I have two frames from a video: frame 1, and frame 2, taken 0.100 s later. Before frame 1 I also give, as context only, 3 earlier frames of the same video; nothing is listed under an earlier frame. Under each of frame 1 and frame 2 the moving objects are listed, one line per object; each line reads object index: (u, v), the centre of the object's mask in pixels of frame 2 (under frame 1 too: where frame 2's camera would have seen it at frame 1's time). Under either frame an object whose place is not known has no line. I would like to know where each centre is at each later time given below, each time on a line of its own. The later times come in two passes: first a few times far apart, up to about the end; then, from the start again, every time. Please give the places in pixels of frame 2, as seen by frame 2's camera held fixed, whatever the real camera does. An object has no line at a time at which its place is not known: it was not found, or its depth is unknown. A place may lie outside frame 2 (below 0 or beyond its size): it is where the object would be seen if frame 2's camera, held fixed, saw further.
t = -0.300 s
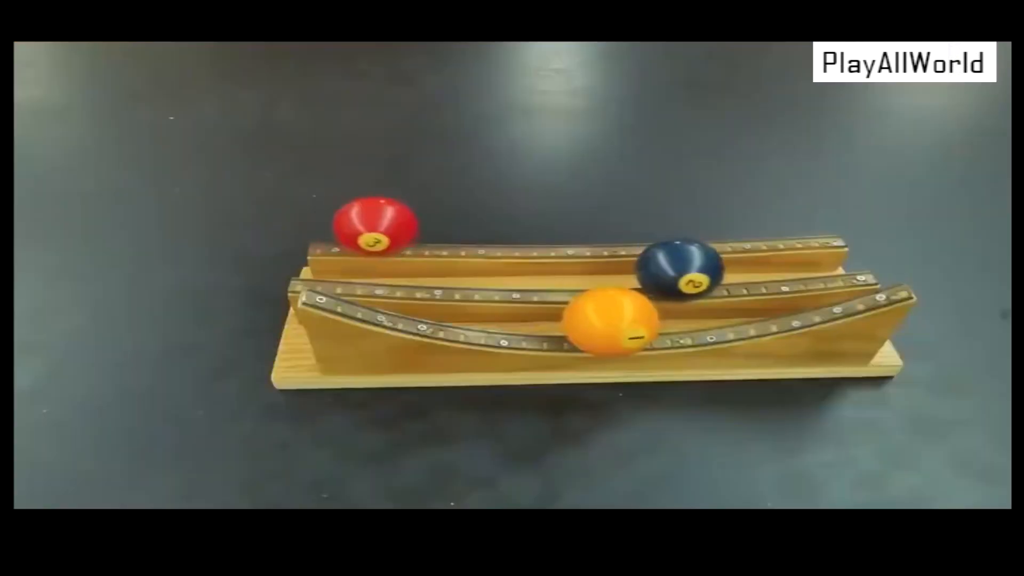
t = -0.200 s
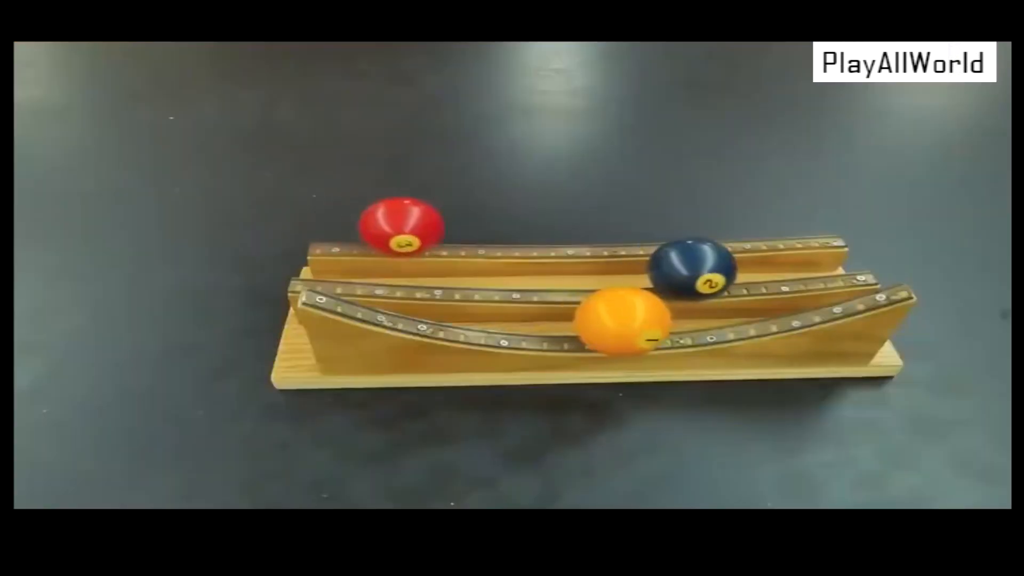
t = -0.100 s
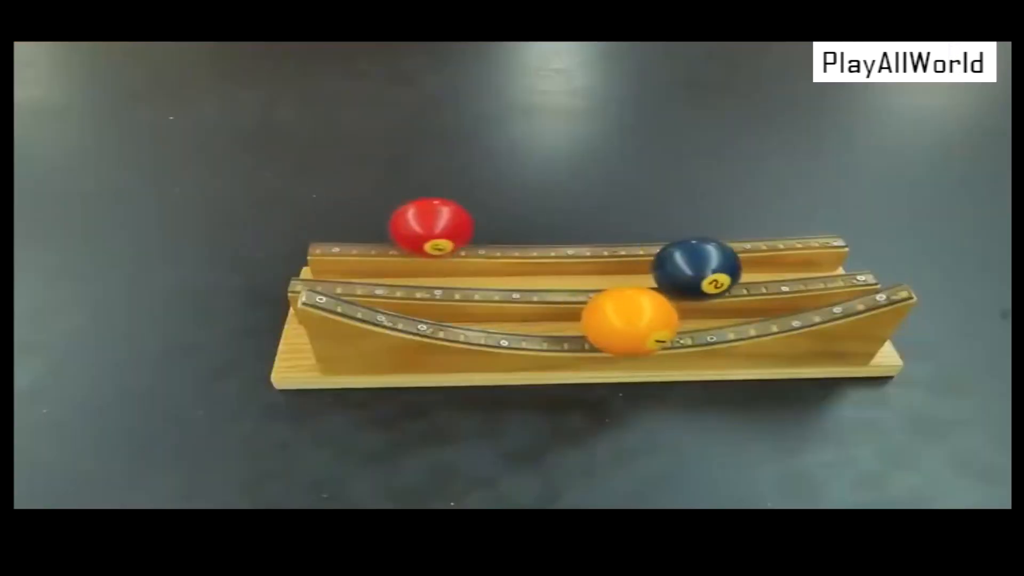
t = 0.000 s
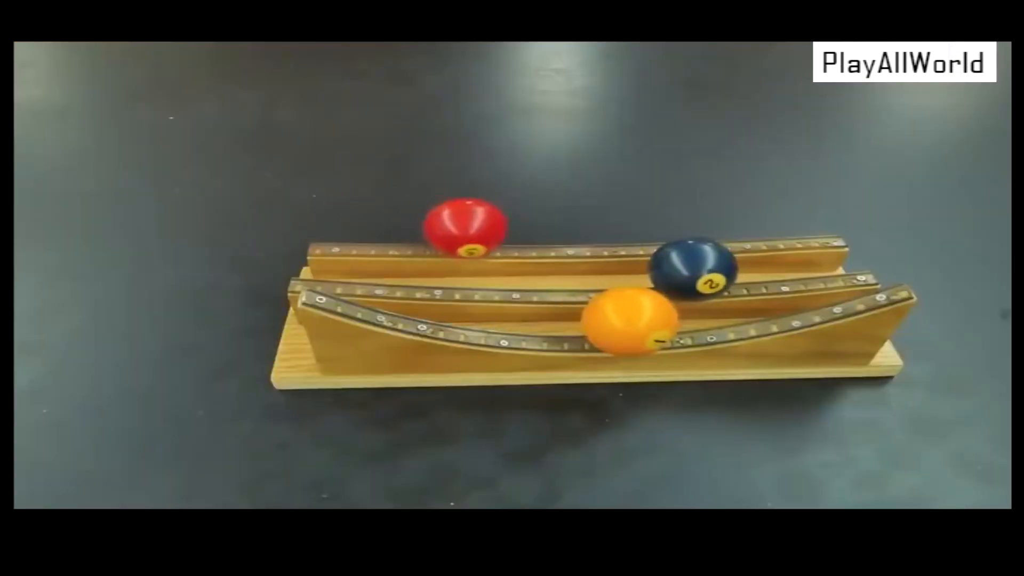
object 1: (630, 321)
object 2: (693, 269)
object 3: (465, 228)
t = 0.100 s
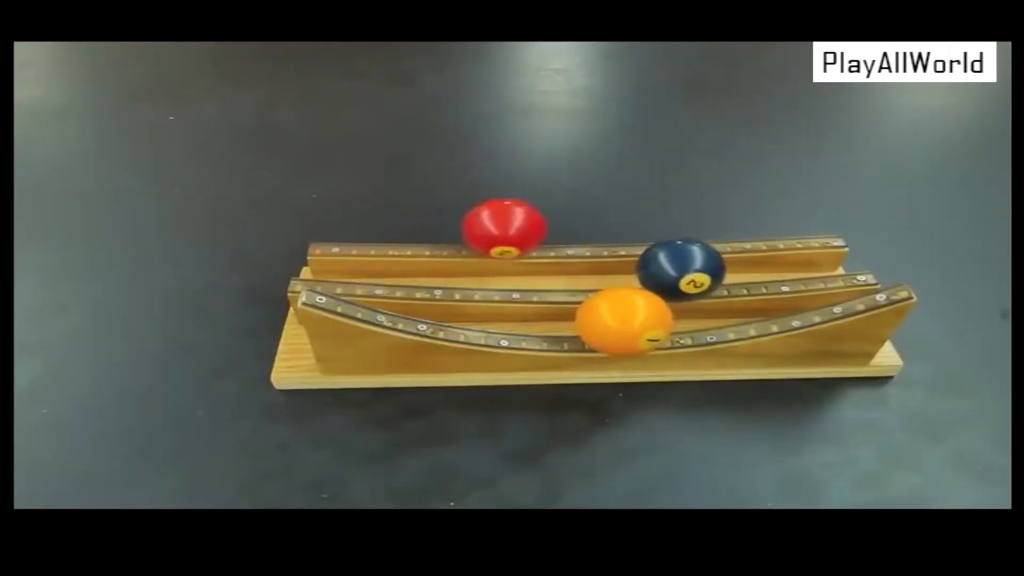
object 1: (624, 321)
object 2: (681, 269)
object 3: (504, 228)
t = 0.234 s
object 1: (609, 321)
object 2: (655, 269)
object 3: (561, 228)
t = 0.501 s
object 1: (580, 322)
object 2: (576, 268)
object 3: (670, 225)
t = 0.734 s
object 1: (586, 322)
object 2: (524, 272)
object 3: (744, 223)
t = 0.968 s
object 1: (614, 322)
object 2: (514, 272)
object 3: (783, 221)
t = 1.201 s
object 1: (626, 321)
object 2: (547, 272)
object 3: (784, 221)
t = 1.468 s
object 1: (606, 321)
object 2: (618, 267)
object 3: (738, 223)
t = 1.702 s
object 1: (583, 322)
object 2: (665, 270)
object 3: (666, 221)
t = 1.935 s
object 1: (586, 322)
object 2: (679, 270)
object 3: (575, 228)
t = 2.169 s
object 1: (609, 321)
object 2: (656, 270)
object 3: (485, 228)
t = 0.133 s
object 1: (621, 321)
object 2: (675, 269)
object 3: (518, 228)
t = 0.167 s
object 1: (617, 321)
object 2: (669, 269)
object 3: (532, 228)
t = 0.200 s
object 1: (613, 321)
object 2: (662, 270)
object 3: (547, 228)
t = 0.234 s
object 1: (609, 321)
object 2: (655, 269)
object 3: (561, 228)
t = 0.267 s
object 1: (604, 322)
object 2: (647, 269)
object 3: (576, 228)
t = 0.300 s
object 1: (600, 322)
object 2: (638, 269)
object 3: (589, 227)
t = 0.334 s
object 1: (596, 322)
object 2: (629, 269)
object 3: (603, 224)
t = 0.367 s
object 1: (591, 321)
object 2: (619, 268)
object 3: (619, 223)
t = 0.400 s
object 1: (587, 322)
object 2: (609, 268)
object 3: (634, 224)
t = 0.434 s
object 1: (585, 322)
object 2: (598, 268)
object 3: (646, 225)
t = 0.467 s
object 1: (582, 322)
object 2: (587, 268)
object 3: (658, 226)
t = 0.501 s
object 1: (580, 322)
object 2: (576, 268)
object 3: (670, 225)
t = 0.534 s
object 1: (579, 322)
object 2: (566, 268)
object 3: (683, 226)
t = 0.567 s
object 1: (578, 322)
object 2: (557, 268)
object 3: (694, 225)
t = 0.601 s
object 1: (578, 321)
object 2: (549, 269)
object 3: (706, 225)
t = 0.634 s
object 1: (579, 321)
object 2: (541, 269)
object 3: (716, 224)
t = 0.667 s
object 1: (581, 321)
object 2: (534, 271)
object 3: (726, 224)
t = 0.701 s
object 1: (583, 322)
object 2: (529, 272)
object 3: (735, 223)
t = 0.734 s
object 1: (586, 322)
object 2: (524, 272)
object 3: (744, 223)
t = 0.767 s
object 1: (590, 322)
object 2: (520, 272)
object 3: (752, 223)
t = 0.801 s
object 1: (594, 322)
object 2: (517, 272)
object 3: (759, 222)
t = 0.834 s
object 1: (598, 322)
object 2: (515, 272)
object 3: (765, 222)
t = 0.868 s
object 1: (602, 322)
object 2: (513, 272)
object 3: (771, 221)
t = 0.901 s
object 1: (606, 322)
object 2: (513, 272)
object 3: (776, 221)
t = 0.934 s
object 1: (610, 322)
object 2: (513, 272)
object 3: (779, 221)
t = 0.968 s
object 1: (614, 322)
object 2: (514, 272)
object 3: (783, 221)
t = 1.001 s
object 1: (617, 322)
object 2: (516, 272)
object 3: (786, 221)
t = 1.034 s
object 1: (621, 321)
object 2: (519, 272)
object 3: (787, 221)
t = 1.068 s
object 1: (623, 321)
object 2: (523, 272)
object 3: (788, 221)
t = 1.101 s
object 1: (625, 321)
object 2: (528, 272)
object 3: (788, 221)
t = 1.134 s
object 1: (626, 321)
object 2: (534, 272)
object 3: (787, 221)
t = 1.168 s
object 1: (627, 321)
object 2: (540, 272)
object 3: (786, 221)
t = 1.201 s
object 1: (626, 321)
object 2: (547, 272)
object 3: (784, 221)
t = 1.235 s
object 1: (626, 321)
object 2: (554, 272)
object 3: (781, 221)
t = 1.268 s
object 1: (625, 321)
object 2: (562, 272)
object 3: (777, 221)
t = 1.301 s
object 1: (623, 321)
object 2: (570, 271)
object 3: (772, 221)
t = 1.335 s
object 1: (621, 321)
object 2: (578, 271)
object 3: (767, 222)
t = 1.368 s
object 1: (617, 321)
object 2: (587, 269)
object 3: (761, 222)
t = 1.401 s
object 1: (614, 321)
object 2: (597, 268)
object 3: (754, 222)
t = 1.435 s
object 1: (610, 321)
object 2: (607, 267)
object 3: (746, 223)
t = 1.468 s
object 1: (606, 321)
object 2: (618, 267)
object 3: (738, 223)
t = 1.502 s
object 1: (603, 321)
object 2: (627, 268)
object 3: (729, 224)
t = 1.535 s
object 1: (599, 322)
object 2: (634, 269)
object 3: (720, 224)
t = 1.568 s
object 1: (595, 322)
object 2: (642, 270)
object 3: (710, 225)
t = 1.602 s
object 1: (592, 322)
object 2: (648, 271)
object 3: (700, 225)
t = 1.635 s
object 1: (589, 322)
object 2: (653, 271)
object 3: (690, 223)
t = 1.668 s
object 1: (586, 322)
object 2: (659, 270)
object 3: (679, 222)
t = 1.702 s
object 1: (583, 322)
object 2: (665, 270)
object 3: (666, 221)
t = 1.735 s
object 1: (582, 322)
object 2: (669, 270)
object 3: (652, 222)
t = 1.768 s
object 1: (581, 322)
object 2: (673, 270)
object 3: (639, 224)
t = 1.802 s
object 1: (581, 322)
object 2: (676, 270)
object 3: (627, 226)
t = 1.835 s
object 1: (581, 322)
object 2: (678, 270)
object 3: (615, 227)
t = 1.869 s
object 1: (582, 321)
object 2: (679, 270)
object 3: (602, 227)
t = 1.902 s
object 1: (583, 321)
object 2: (679, 270)
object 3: (588, 228)
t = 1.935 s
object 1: (586, 322)
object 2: (679, 270)
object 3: (575, 228)
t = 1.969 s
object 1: (588, 321)
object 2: (678, 270)
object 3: (561, 228)
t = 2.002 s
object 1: (591, 321)
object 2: (676, 270)
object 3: (547, 228)
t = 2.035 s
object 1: (595, 321)
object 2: (673, 270)
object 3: (534, 229)
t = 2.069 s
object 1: (598, 322)
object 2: (669, 270)
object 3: (521, 228)
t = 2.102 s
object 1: (602, 322)
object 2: (665, 270)
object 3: (509, 228)
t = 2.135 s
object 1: (605, 321)
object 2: (661, 270)
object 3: (497, 228)
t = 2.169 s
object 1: (609, 321)
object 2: (656, 270)
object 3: (485, 228)
